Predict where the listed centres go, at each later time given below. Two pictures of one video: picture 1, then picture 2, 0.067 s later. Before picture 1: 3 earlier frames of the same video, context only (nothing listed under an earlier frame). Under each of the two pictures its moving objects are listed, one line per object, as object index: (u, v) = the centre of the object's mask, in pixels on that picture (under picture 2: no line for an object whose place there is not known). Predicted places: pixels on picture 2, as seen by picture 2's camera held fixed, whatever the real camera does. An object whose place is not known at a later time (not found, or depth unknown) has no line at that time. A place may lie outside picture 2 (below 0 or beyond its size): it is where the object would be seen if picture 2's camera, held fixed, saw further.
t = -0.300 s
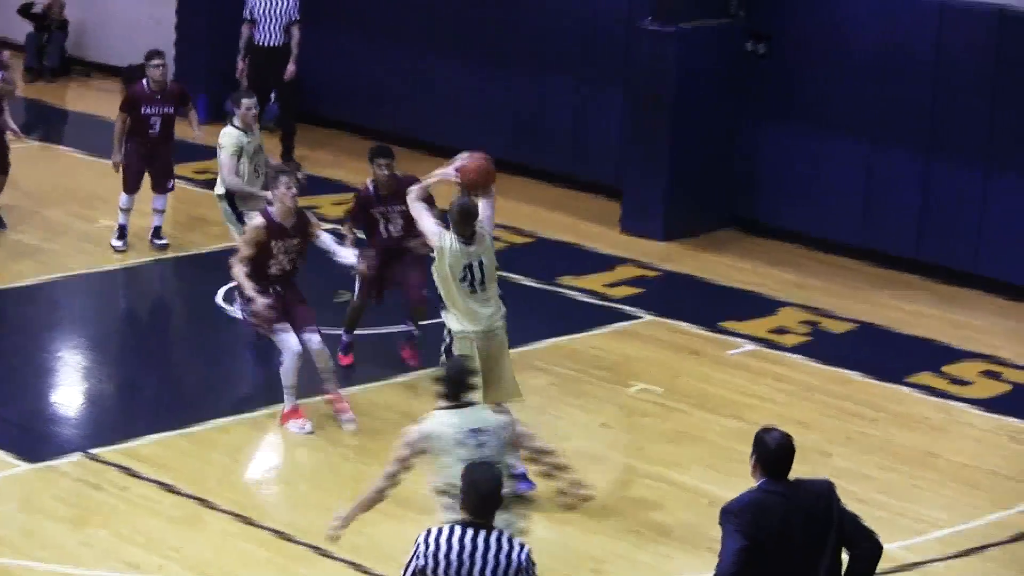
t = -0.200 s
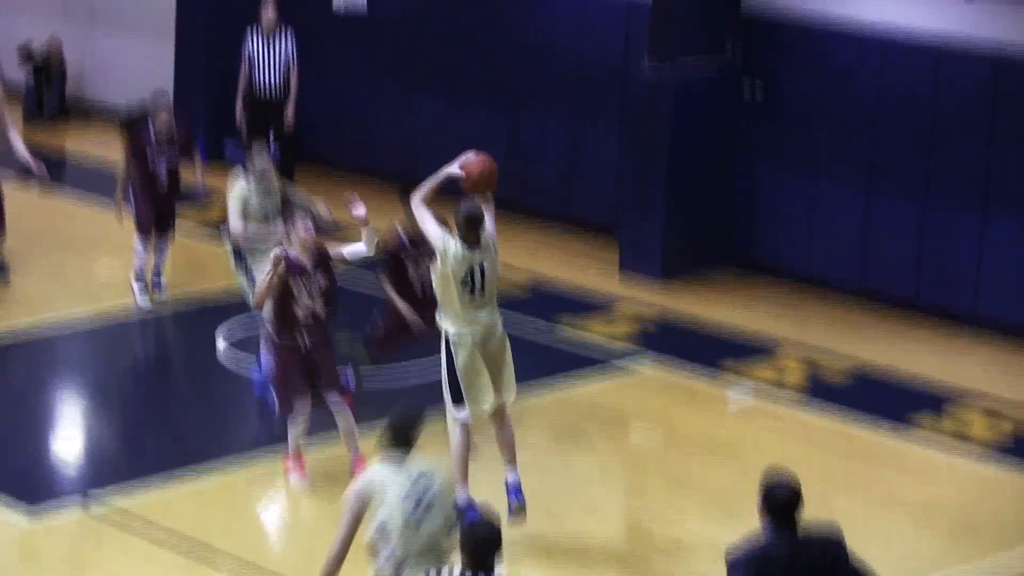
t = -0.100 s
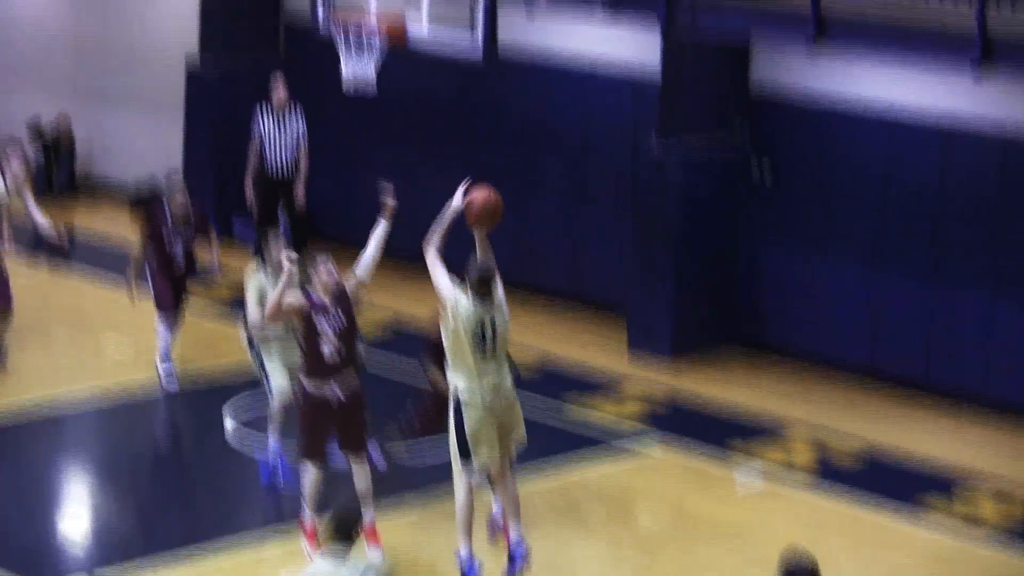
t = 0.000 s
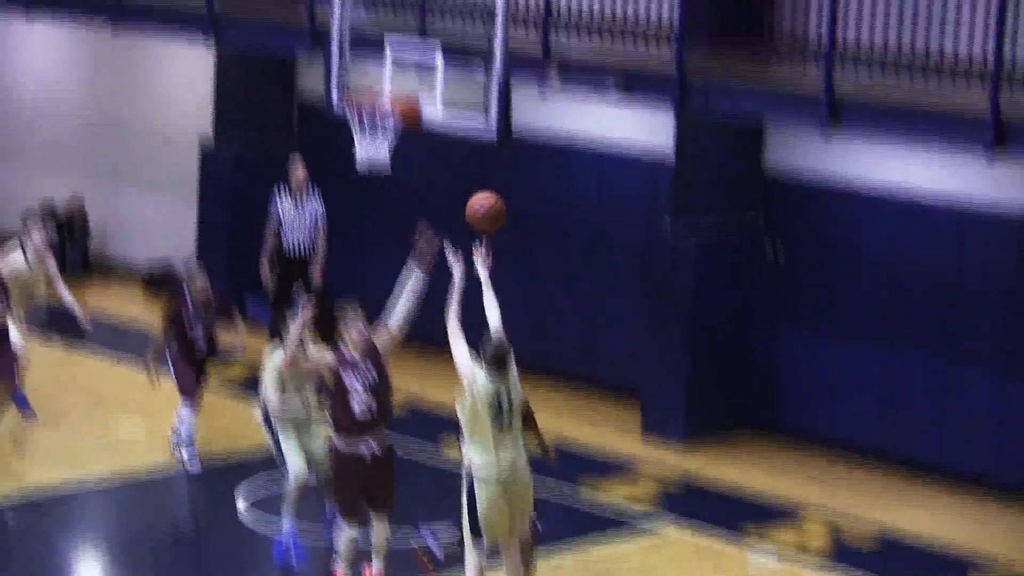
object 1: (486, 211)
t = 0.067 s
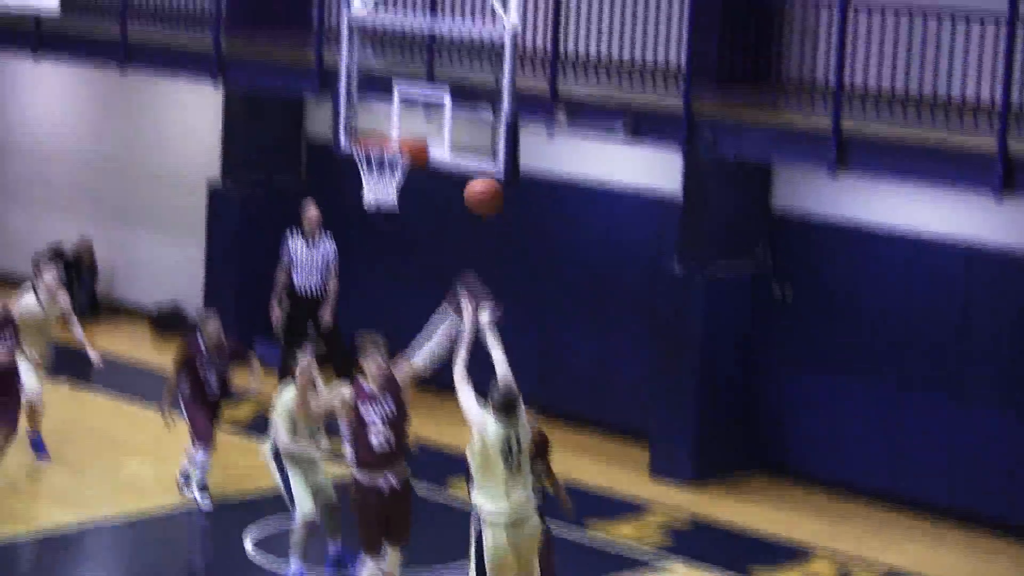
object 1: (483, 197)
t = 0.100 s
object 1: (478, 171)
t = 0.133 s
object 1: (474, 148)
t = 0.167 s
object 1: (469, 127)
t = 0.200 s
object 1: (465, 110)
